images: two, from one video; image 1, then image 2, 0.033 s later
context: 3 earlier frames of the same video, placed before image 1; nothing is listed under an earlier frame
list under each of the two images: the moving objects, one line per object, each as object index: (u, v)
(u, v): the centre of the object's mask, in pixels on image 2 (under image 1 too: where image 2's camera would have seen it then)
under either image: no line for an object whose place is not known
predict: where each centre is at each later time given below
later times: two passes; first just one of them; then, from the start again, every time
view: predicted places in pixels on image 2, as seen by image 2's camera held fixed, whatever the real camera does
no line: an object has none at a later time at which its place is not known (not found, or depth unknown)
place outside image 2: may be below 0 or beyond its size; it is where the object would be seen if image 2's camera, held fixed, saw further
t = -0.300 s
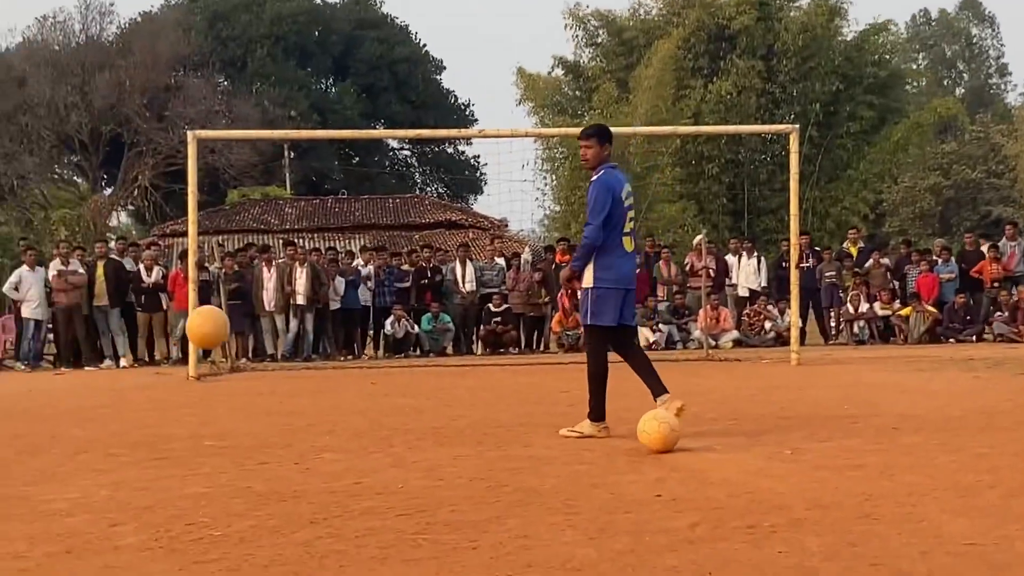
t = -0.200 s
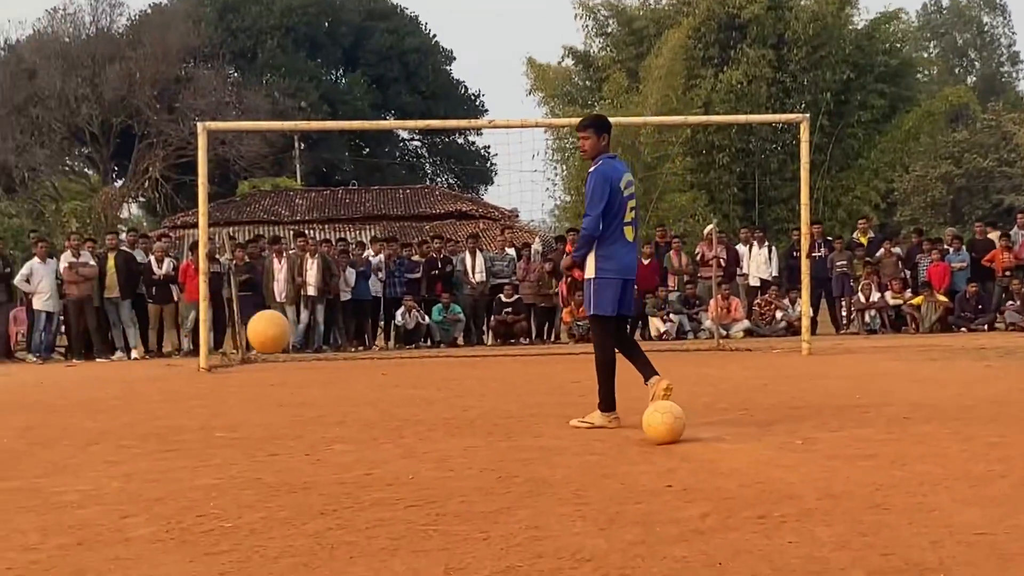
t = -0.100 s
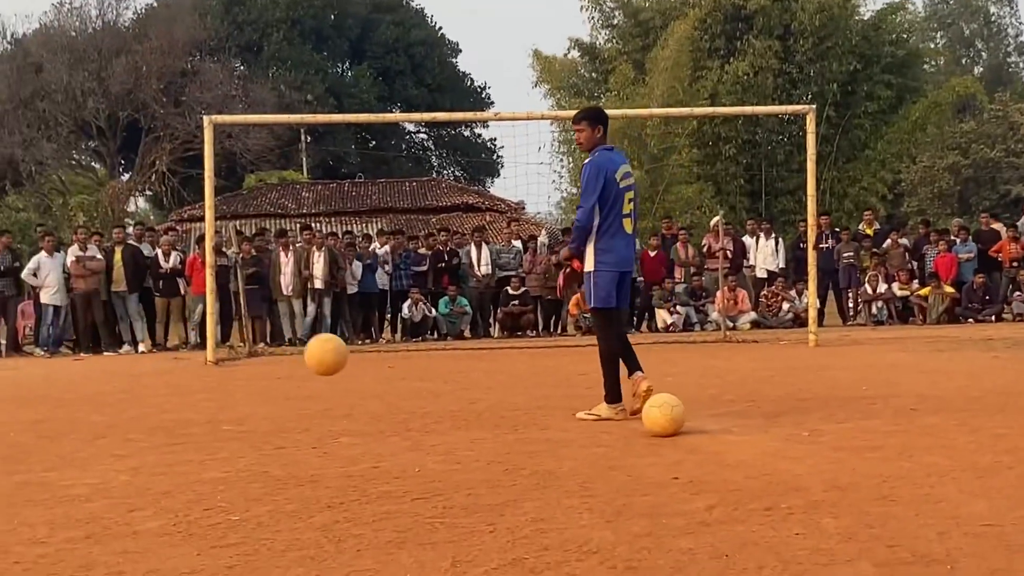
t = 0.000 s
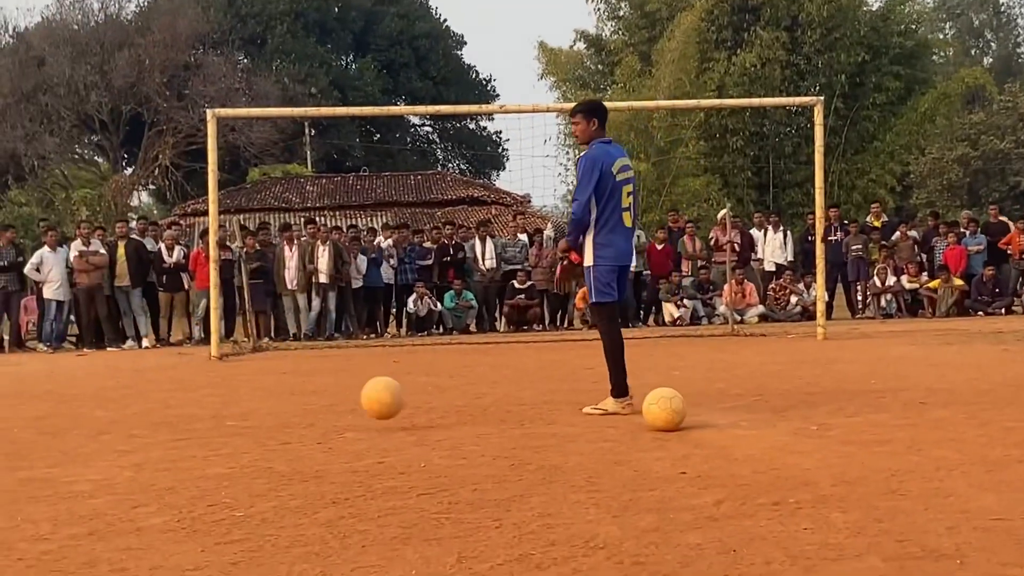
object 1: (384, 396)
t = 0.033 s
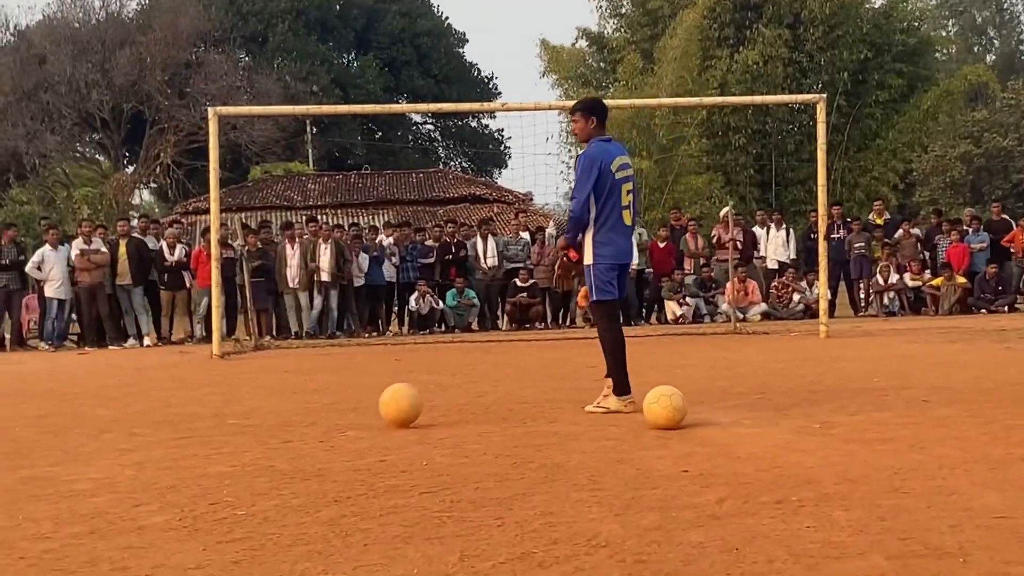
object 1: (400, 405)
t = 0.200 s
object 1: (476, 345)
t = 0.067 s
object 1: (415, 388)
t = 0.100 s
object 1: (431, 374)
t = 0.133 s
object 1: (445, 362)
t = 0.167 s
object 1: (461, 352)
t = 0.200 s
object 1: (476, 345)
